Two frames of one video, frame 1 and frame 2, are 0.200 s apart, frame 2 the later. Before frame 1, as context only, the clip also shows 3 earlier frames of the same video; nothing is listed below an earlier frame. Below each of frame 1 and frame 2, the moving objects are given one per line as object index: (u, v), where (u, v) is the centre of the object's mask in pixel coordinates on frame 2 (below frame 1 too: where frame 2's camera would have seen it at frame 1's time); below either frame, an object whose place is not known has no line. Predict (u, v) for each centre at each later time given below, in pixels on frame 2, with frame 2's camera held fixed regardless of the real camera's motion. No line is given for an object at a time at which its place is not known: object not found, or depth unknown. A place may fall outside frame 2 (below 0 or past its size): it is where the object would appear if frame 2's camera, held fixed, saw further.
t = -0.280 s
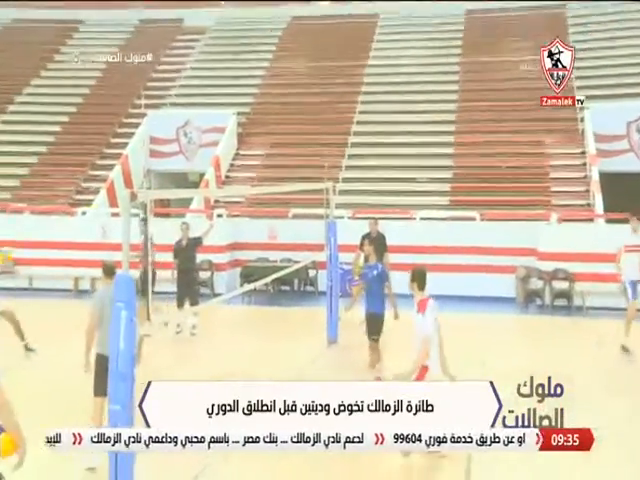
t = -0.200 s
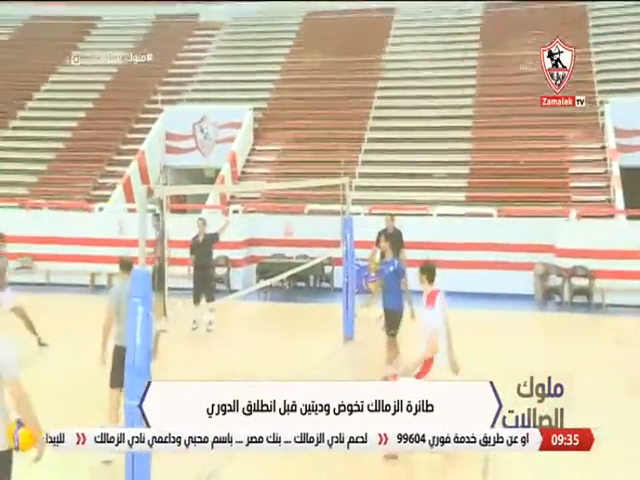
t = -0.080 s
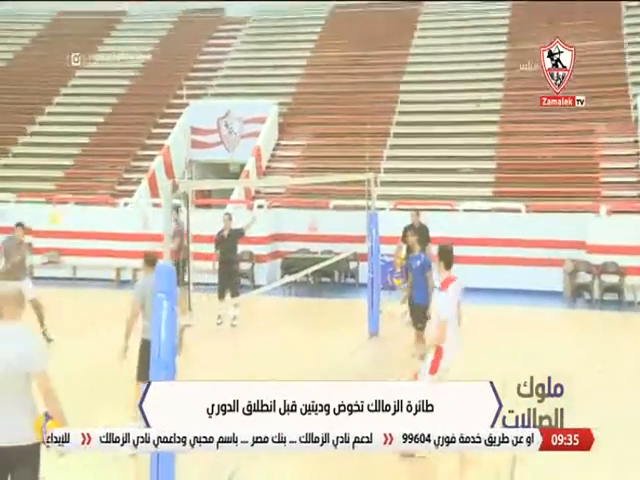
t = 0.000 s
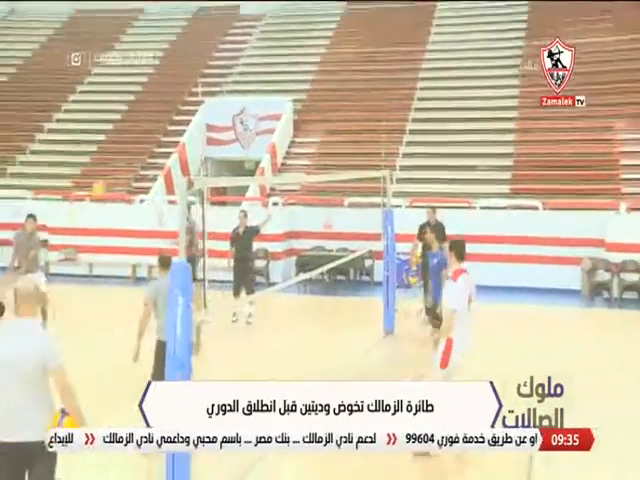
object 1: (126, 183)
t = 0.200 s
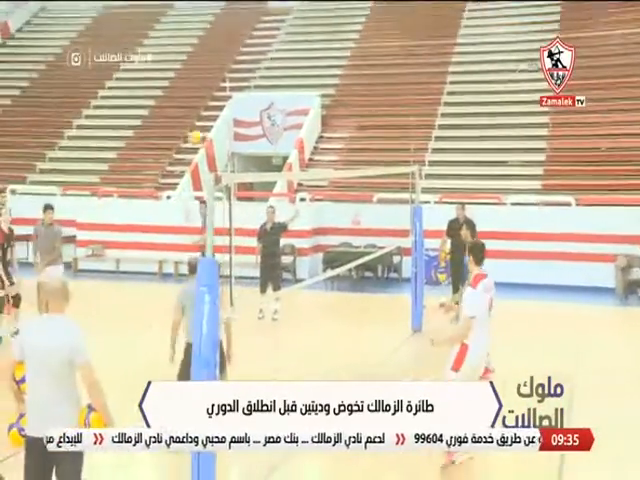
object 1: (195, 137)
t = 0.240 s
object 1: (207, 130)
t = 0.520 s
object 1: (309, 123)
